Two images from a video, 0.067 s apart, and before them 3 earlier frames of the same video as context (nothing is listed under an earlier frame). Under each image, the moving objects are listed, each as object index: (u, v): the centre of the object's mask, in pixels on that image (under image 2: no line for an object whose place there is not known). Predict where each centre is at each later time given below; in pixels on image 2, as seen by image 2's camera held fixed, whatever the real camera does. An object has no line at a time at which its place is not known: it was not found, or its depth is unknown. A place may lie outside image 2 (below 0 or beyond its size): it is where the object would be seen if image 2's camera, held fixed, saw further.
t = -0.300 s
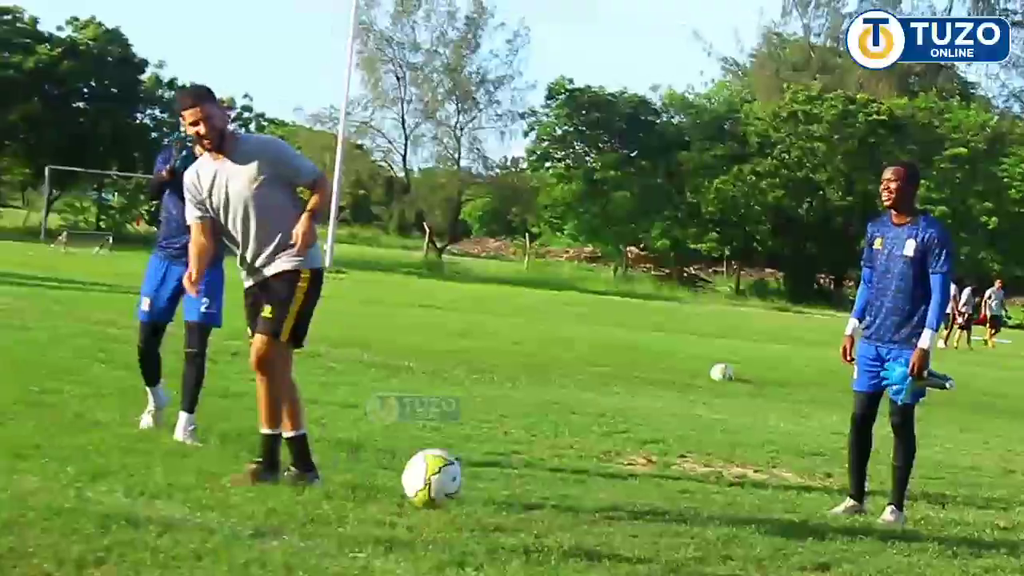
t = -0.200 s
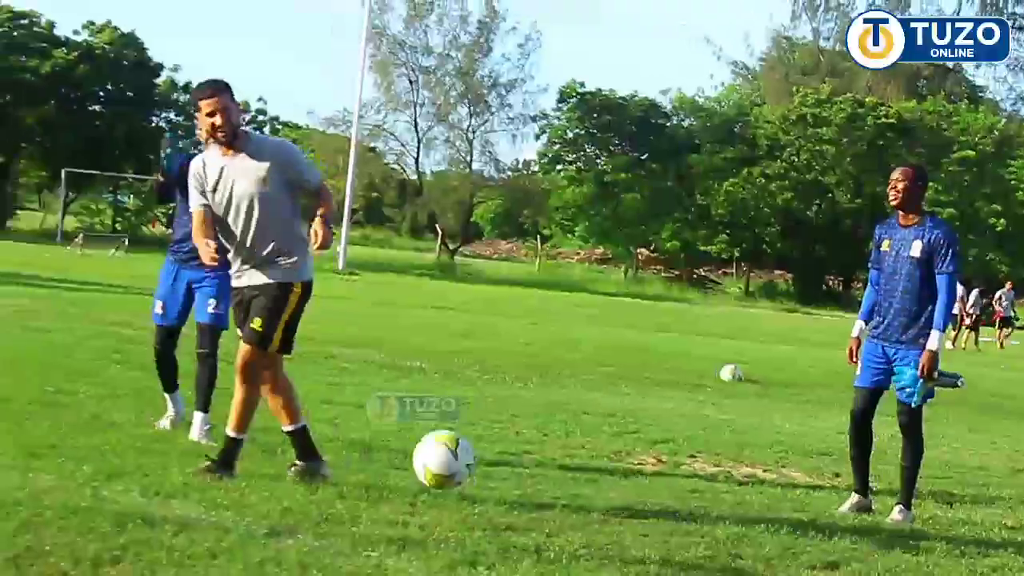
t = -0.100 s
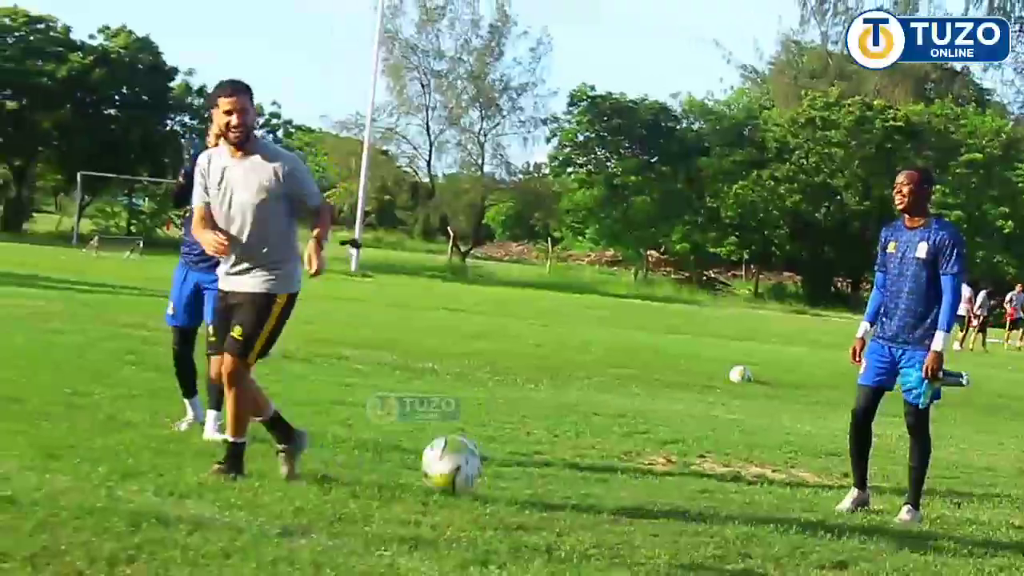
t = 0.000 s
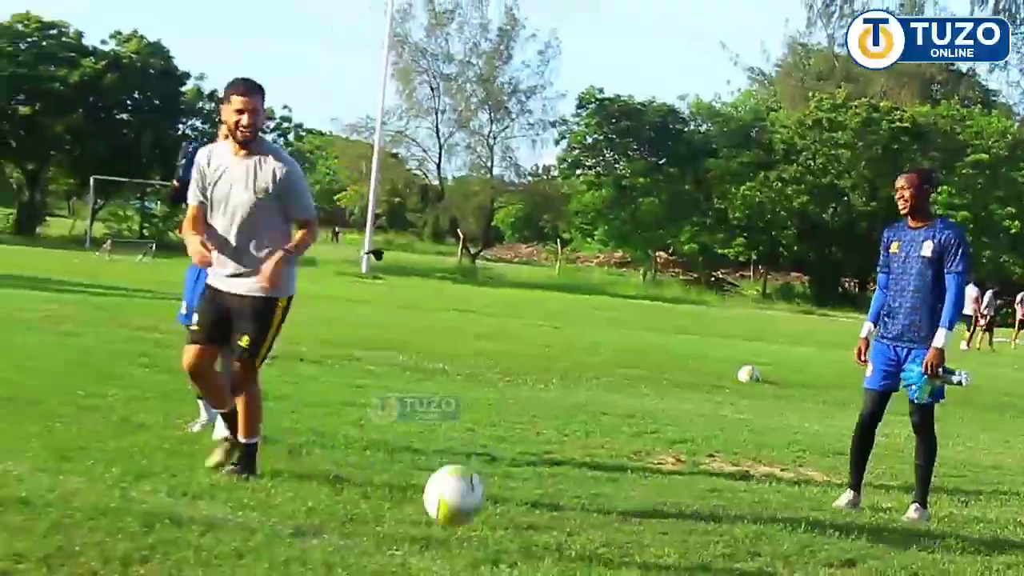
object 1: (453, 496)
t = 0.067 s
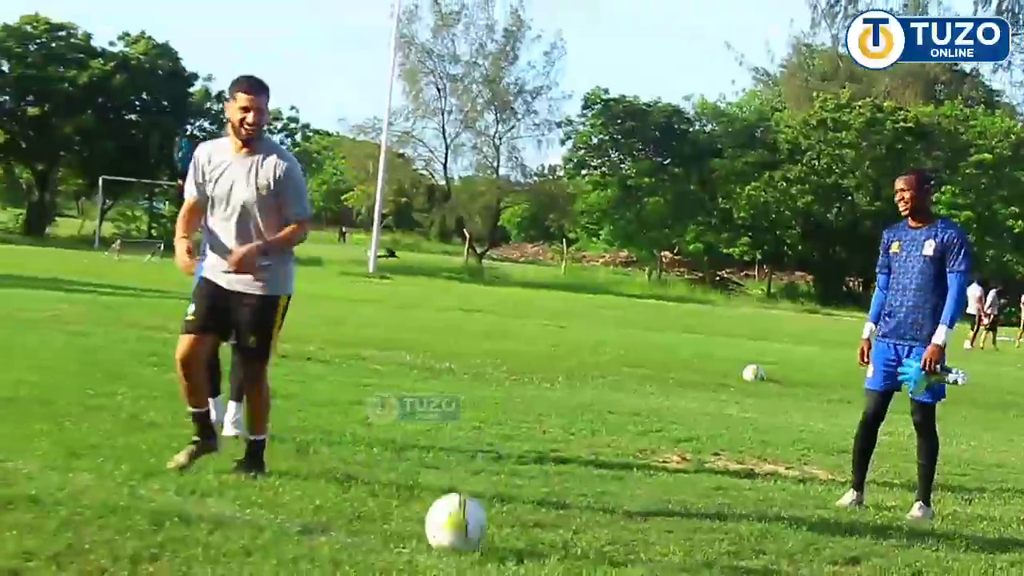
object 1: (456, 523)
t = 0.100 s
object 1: (455, 524)
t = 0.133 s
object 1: (454, 520)
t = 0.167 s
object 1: (453, 511)
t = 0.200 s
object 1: (451, 508)
